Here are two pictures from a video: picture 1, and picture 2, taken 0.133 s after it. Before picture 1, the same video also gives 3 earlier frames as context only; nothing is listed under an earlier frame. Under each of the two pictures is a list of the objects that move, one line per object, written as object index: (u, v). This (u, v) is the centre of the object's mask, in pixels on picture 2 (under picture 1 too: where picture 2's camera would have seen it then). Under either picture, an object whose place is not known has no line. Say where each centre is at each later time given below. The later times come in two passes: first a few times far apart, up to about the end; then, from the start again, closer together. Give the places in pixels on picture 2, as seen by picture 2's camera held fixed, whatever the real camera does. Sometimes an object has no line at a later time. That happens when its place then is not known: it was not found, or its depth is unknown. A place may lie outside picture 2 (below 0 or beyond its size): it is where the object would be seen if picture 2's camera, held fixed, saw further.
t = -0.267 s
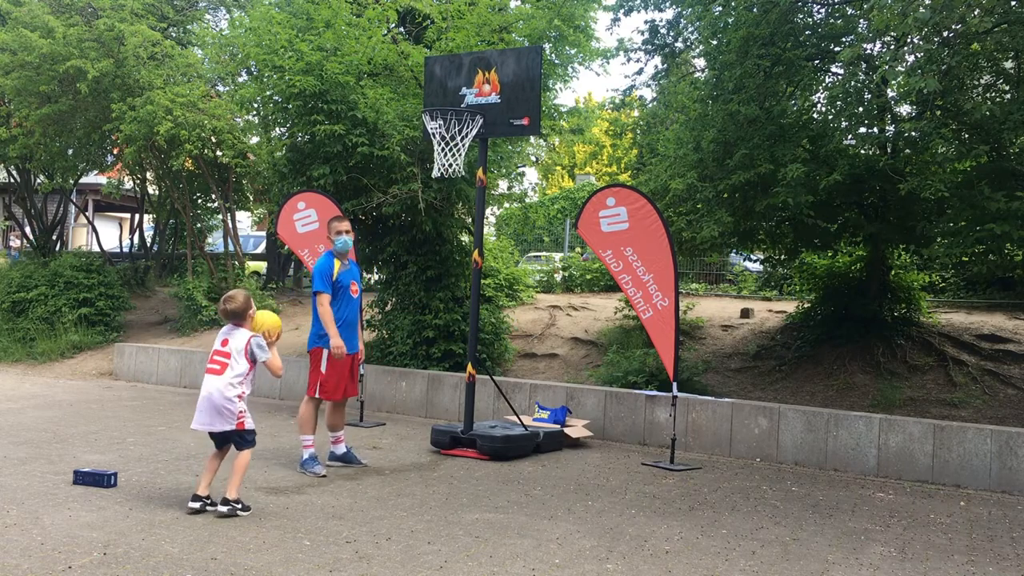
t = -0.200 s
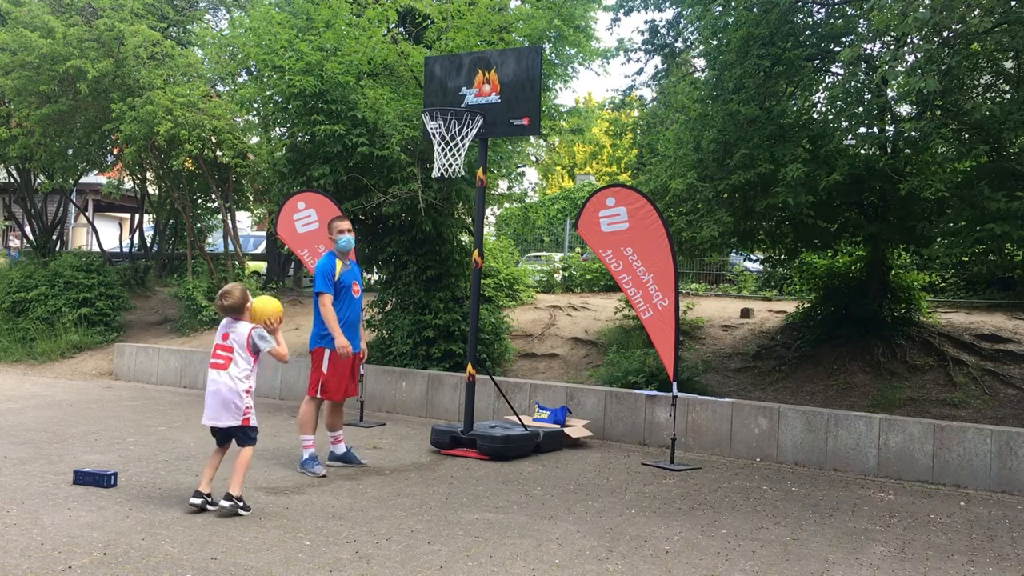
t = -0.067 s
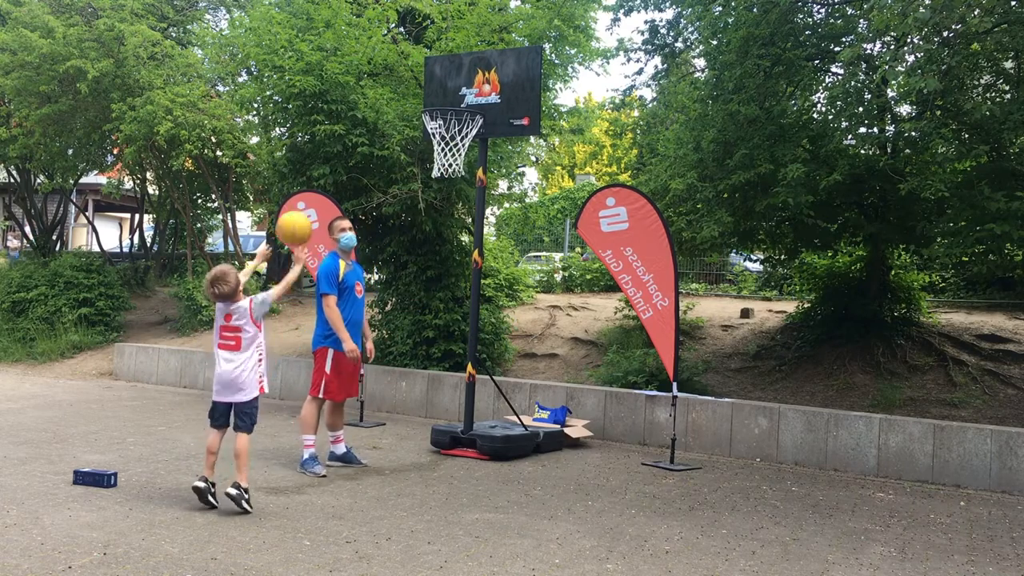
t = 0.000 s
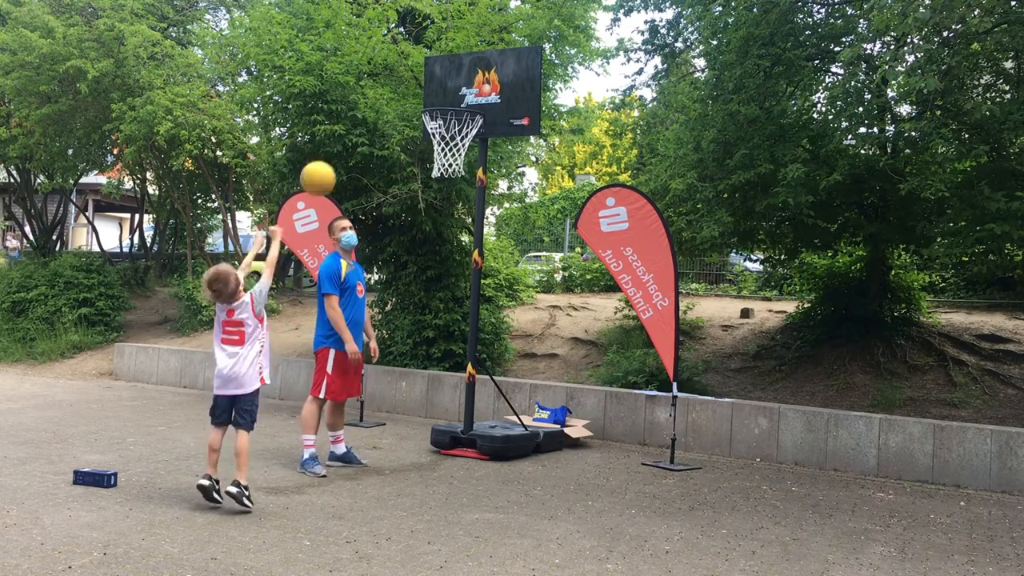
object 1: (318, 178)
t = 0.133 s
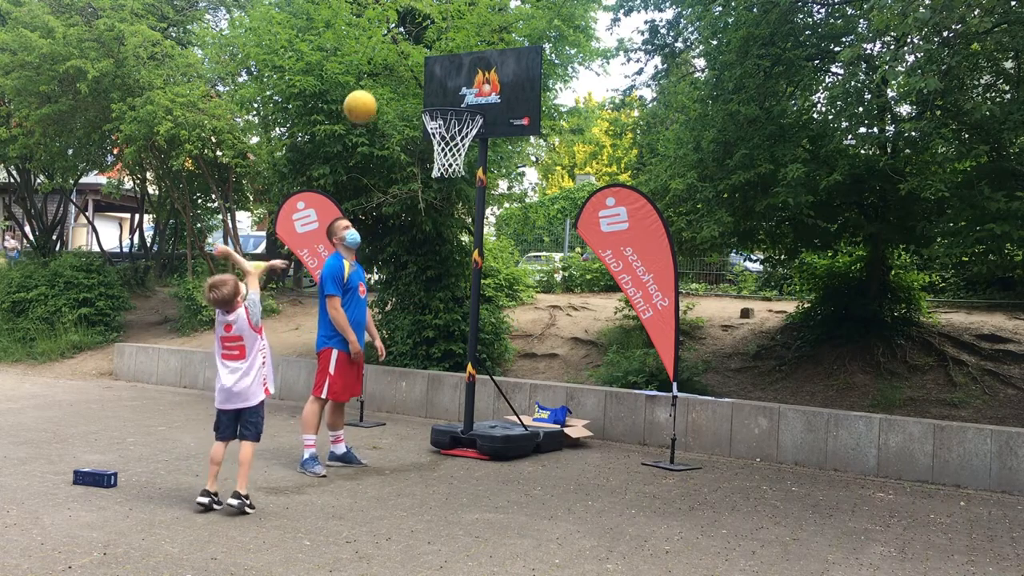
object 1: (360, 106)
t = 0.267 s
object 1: (396, 68)
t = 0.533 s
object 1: (453, 70)
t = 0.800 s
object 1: (471, 73)
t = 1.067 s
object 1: (457, 72)
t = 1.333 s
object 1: (452, 80)
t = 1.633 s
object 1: (456, 99)
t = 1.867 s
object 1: (449, 121)
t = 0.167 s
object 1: (370, 94)
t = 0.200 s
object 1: (379, 83)
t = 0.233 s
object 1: (387, 74)
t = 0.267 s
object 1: (396, 68)
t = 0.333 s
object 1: (412, 59)
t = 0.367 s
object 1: (420, 56)
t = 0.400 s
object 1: (427, 56)
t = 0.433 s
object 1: (433, 57)
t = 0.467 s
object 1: (440, 60)
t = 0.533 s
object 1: (453, 70)
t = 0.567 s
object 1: (459, 77)
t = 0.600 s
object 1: (464, 85)
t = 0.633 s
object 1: (469, 94)
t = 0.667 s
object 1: (474, 103)
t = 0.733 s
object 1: (473, 87)
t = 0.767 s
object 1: (472, 80)
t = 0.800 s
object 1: (471, 73)
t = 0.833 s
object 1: (469, 69)
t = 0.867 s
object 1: (468, 65)
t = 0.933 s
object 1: (465, 62)
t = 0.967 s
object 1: (463, 62)
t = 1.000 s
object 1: (461, 64)
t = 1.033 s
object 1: (459, 68)
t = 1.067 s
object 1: (457, 72)
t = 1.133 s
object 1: (452, 85)
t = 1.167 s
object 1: (450, 94)
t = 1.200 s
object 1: (447, 103)
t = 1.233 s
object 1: (448, 97)
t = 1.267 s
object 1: (450, 92)
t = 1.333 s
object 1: (452, 80)
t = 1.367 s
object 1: (452, 77)
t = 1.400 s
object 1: (453, 75)
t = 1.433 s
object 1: (454, 75)
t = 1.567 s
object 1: (455, 87)
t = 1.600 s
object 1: (456, 94)
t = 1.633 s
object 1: (456, 99)
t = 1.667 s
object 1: (455, 99)
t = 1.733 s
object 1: (454, 99)
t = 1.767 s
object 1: (453, 100)
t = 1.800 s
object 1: (452, 108)
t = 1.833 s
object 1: (451, 114)
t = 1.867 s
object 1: (449, 121)
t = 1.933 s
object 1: (451, 132)
